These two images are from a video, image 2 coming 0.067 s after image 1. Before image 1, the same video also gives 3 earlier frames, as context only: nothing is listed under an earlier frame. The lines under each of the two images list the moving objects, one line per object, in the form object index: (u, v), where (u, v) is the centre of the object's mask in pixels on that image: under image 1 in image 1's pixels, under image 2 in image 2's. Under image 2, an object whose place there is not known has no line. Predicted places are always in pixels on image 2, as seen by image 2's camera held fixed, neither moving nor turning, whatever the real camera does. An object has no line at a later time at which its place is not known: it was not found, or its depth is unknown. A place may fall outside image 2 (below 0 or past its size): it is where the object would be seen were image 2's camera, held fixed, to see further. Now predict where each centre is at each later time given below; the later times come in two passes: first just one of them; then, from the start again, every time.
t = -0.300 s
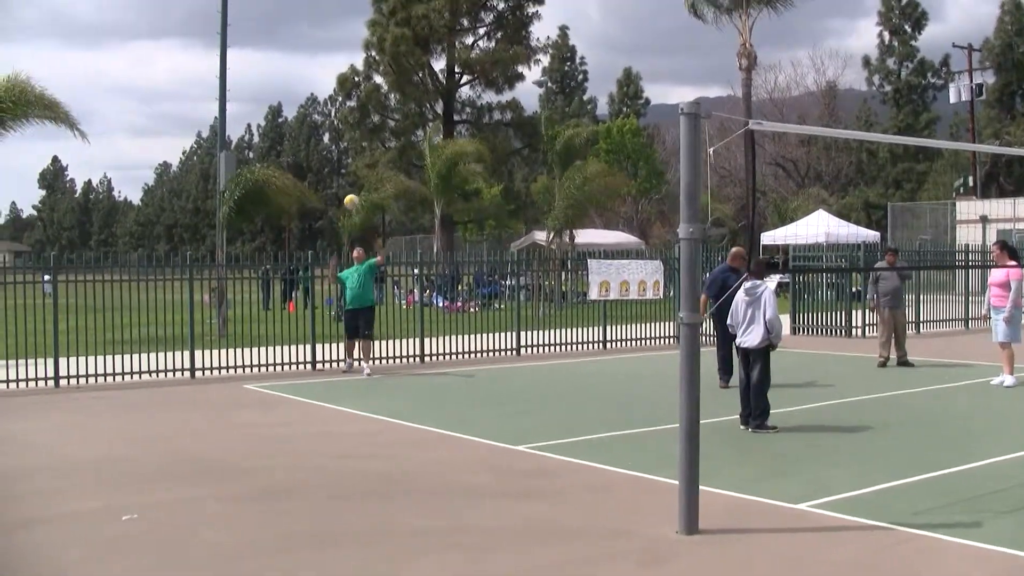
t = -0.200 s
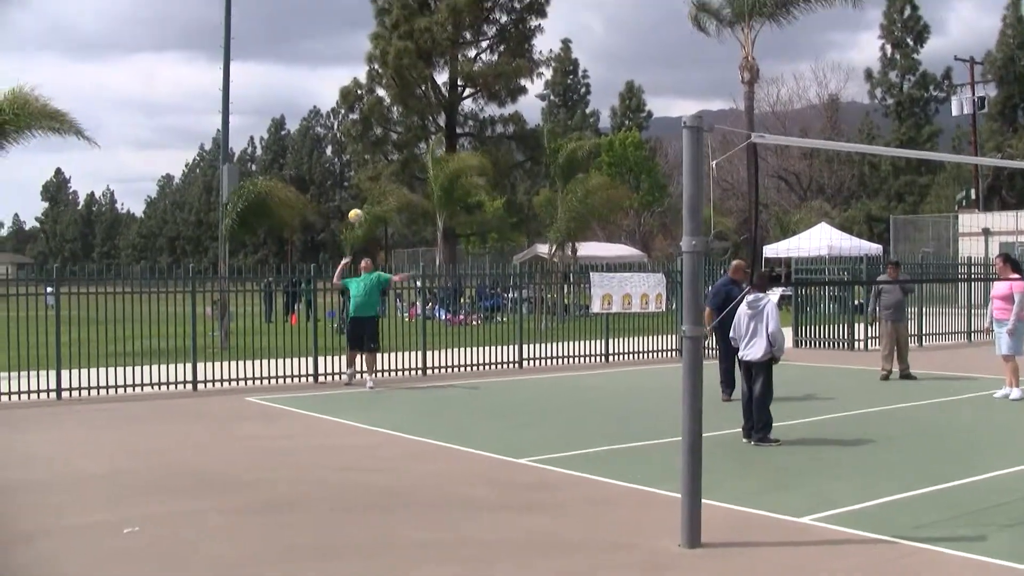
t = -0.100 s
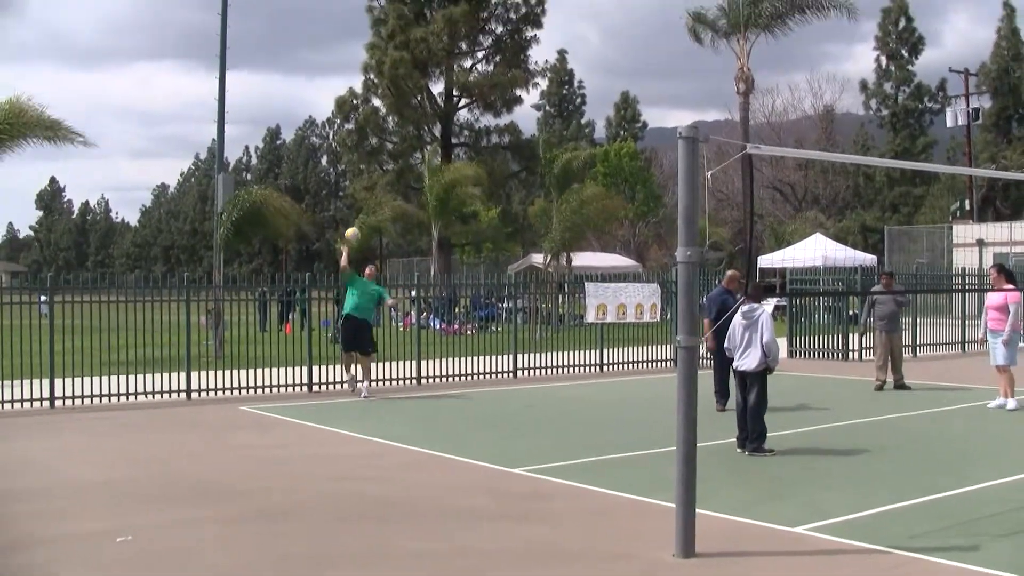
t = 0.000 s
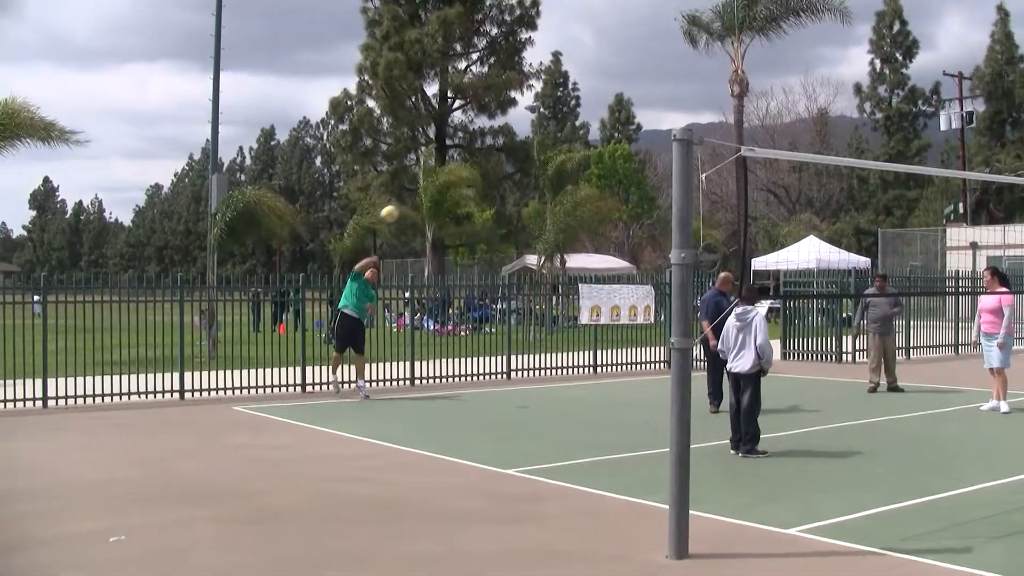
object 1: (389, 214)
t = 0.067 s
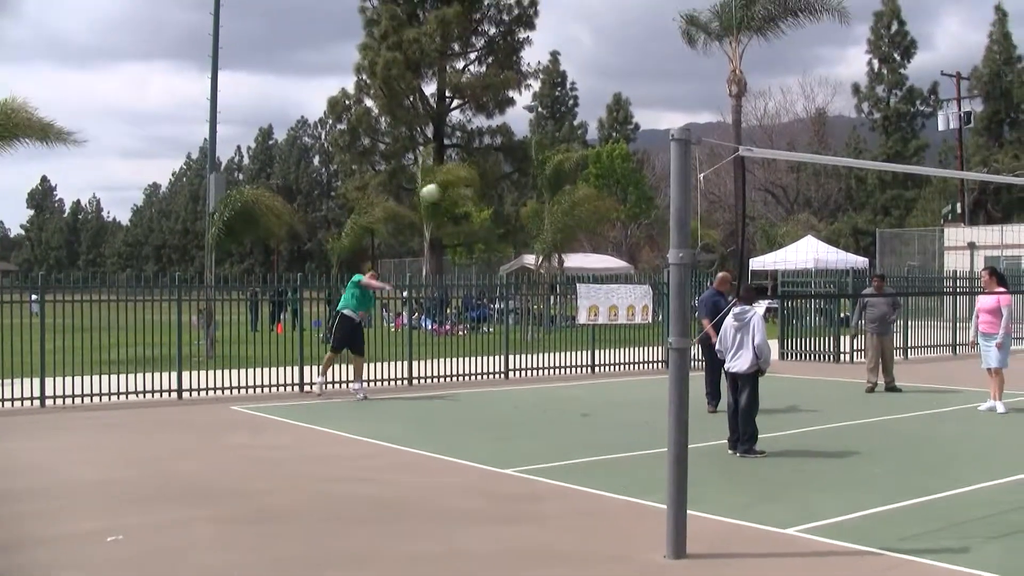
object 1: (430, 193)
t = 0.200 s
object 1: (535, 159)
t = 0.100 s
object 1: (454, 183)
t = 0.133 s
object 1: (480, 174)
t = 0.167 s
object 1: (507, 166)
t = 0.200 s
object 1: (535, 159)
